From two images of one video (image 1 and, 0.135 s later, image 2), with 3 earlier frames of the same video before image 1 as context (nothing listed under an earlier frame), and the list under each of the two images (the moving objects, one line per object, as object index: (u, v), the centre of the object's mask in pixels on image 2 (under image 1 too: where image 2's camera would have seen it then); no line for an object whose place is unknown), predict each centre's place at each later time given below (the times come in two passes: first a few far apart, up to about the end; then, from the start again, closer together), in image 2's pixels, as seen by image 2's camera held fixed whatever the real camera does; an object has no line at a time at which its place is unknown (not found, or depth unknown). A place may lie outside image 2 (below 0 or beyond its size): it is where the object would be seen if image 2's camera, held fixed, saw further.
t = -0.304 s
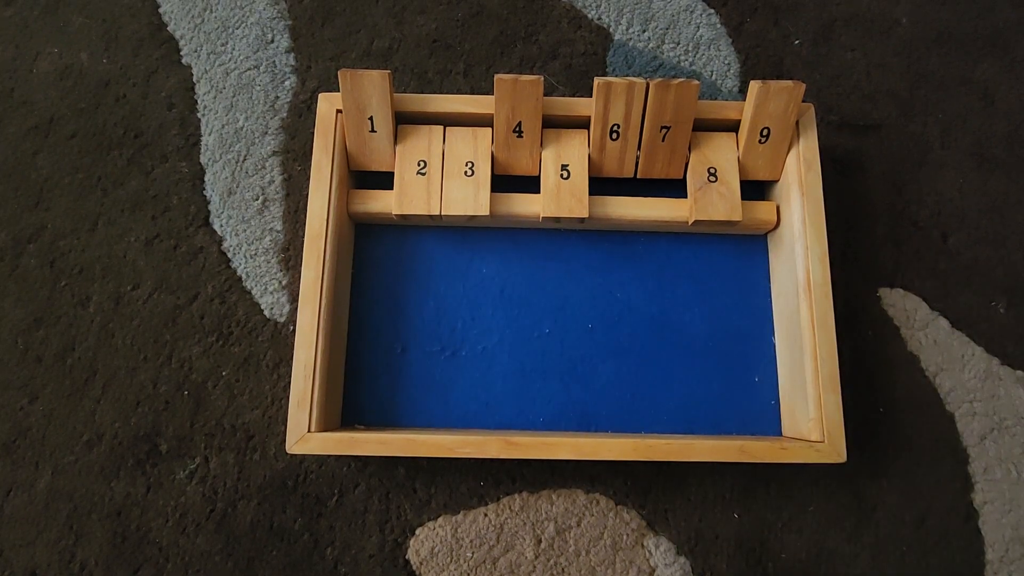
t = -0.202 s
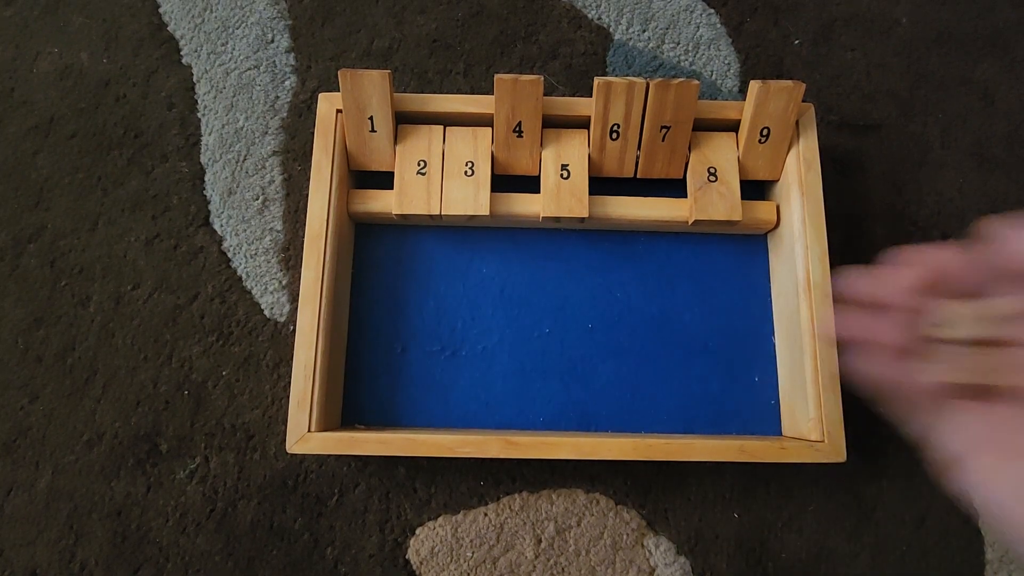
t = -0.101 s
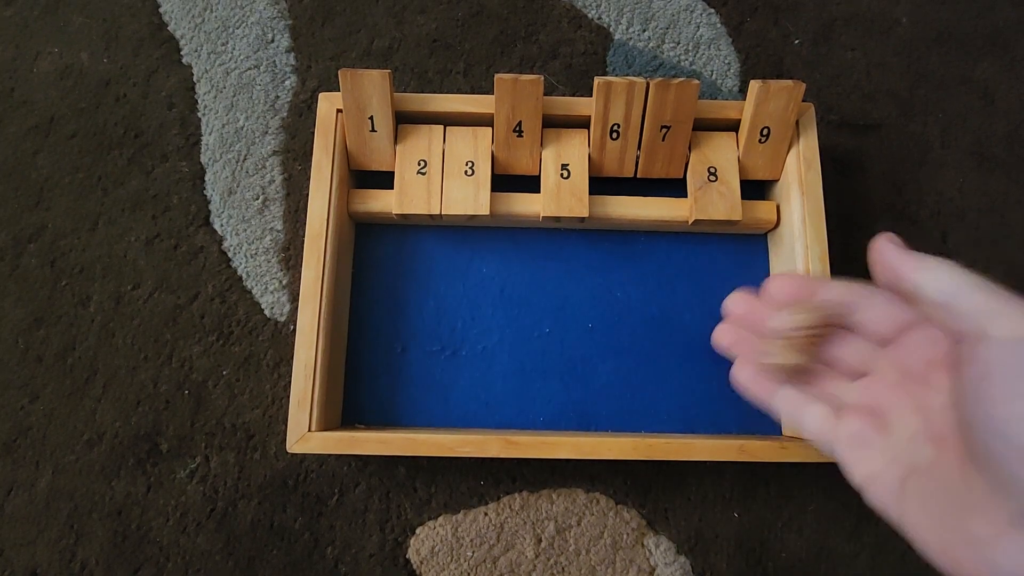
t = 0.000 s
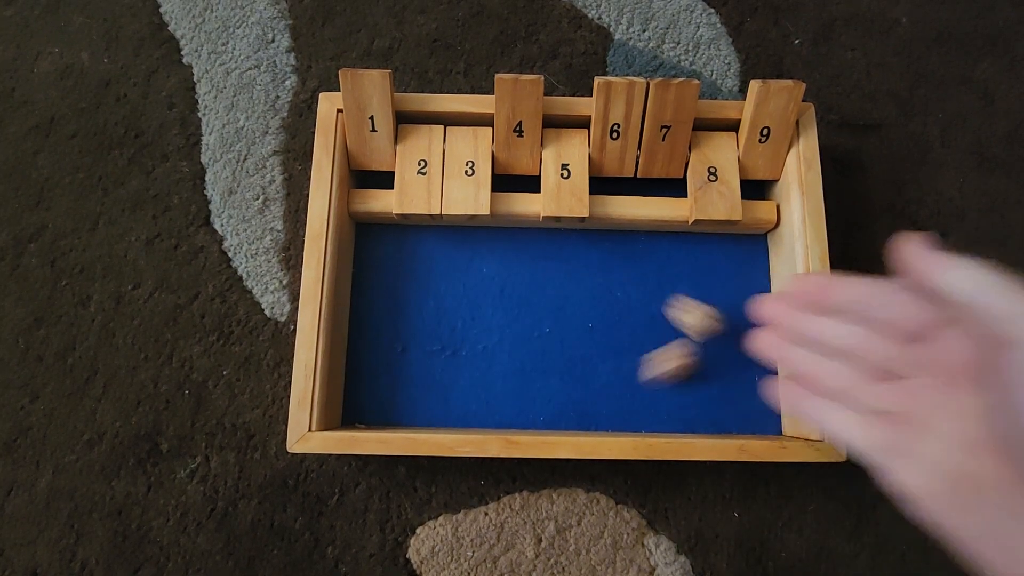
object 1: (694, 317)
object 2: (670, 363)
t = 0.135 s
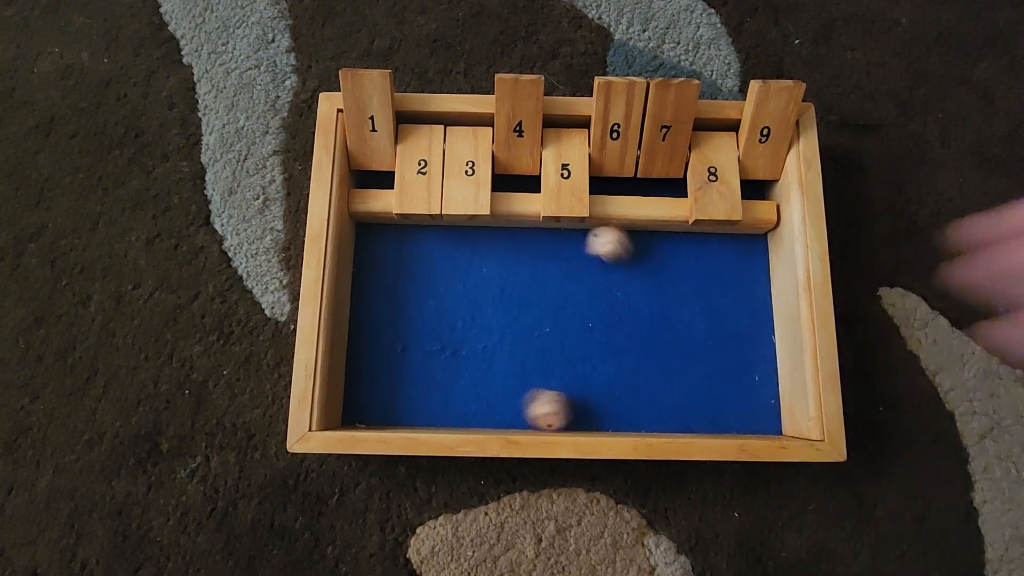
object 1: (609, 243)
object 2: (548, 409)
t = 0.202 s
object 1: (576, 255)
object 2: (503, 404)
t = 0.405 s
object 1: (536, 277)
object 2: (408, 376)
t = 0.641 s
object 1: (525, 290)
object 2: (401, 359)
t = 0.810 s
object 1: (525, 290)
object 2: (399, 360)
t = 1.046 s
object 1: (525, 290)
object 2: (399, 360)
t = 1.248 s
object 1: (525, 290)
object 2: (399, 360)
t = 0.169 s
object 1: (590, 247)
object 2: (525, 406)
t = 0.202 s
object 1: (576, 255)
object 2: (503, 404)
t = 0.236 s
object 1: (566, 261)
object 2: (481, 397)
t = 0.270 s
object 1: (558, 265)
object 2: (466, 387)
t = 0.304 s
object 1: (550, 268)
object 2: (451, 381)
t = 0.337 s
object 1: (546, 271)
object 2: (435, 376)
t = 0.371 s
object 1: (541, 274)
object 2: (422, 375)
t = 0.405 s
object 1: (536, 277)
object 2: (408, 376)
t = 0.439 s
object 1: (531, 280)
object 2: (395, 373)
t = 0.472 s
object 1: (526, 287)
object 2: (389, 369)
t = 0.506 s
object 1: (524, 291)
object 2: (387, 364)
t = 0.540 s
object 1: (526, 290)
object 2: (390, 358)
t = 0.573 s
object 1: (525, 290)
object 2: (393, 357)
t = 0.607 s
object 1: (525, 290)
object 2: (397, 360)
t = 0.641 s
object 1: (525, 290)
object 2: (401, 359)
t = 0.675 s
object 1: (525, 290)
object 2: (400, 359)
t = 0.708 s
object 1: (525, 290)
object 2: (399, 360)
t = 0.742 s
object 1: (525, 290)
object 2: (399, 360)
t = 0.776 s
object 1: (525, 290)
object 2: (399, 360)
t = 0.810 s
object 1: (525, 290)
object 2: (399, 360)
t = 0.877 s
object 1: (525, 290)
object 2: (399, 360)
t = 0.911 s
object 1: (525, 290)
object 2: (399, 360)
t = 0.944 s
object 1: (525, 290)
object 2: (399, 360)
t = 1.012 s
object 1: (525, 290)
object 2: (399, 360)
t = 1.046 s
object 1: (525, 290)
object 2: (399, 360)
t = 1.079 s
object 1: (526, 290)
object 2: (399, 360)
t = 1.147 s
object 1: (525, 290)
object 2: (399, 360)
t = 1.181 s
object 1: (525, 290)
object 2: (399, 360)
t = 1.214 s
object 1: (525, 290)
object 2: (399, 360)
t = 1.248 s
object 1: (525, 290)
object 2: (399, 360)
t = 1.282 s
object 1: (525, 290)
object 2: (399, 360)
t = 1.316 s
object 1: (525, 290)
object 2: (399, 360)
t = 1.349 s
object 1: (525, 290)
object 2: (399, 360)
